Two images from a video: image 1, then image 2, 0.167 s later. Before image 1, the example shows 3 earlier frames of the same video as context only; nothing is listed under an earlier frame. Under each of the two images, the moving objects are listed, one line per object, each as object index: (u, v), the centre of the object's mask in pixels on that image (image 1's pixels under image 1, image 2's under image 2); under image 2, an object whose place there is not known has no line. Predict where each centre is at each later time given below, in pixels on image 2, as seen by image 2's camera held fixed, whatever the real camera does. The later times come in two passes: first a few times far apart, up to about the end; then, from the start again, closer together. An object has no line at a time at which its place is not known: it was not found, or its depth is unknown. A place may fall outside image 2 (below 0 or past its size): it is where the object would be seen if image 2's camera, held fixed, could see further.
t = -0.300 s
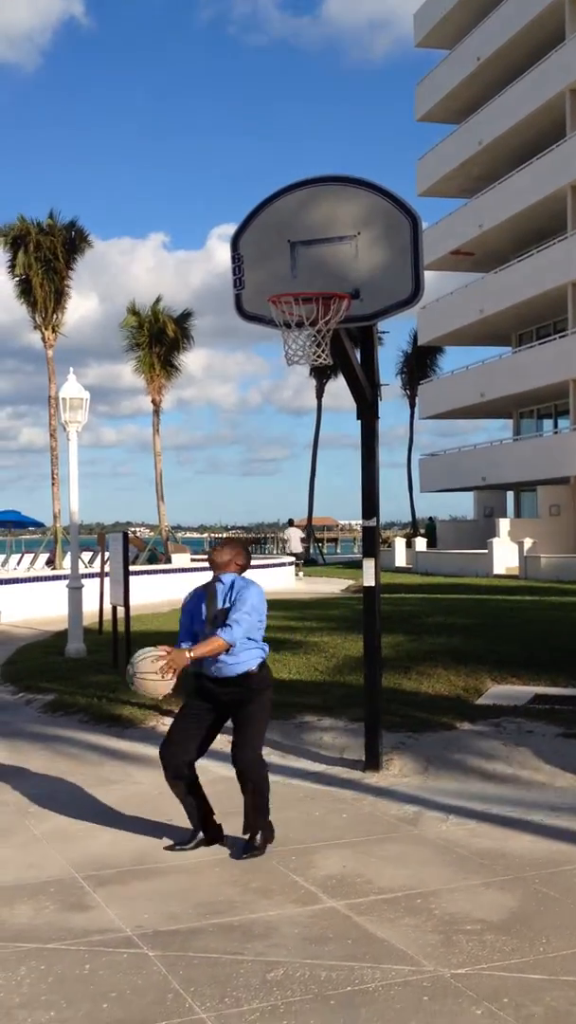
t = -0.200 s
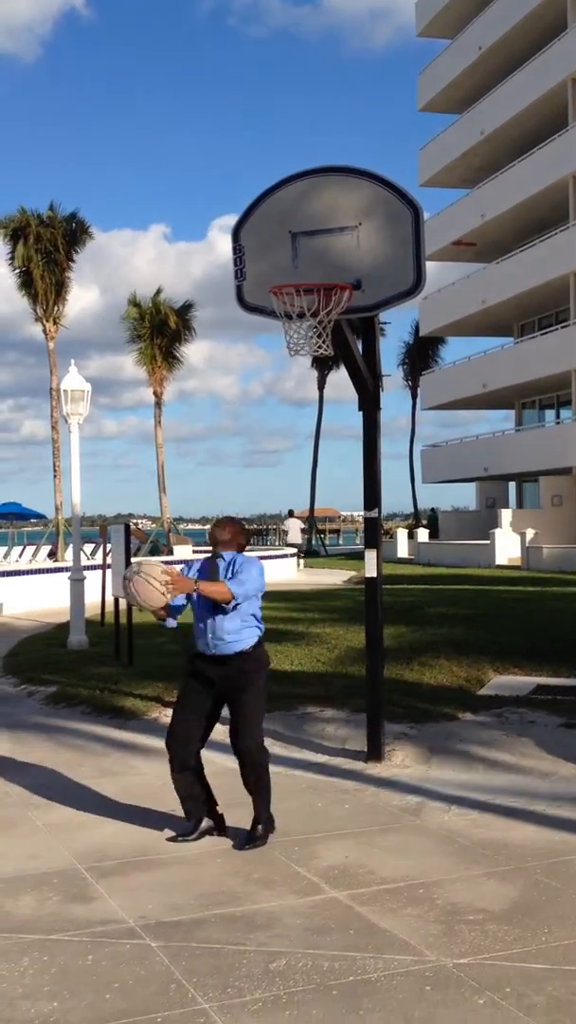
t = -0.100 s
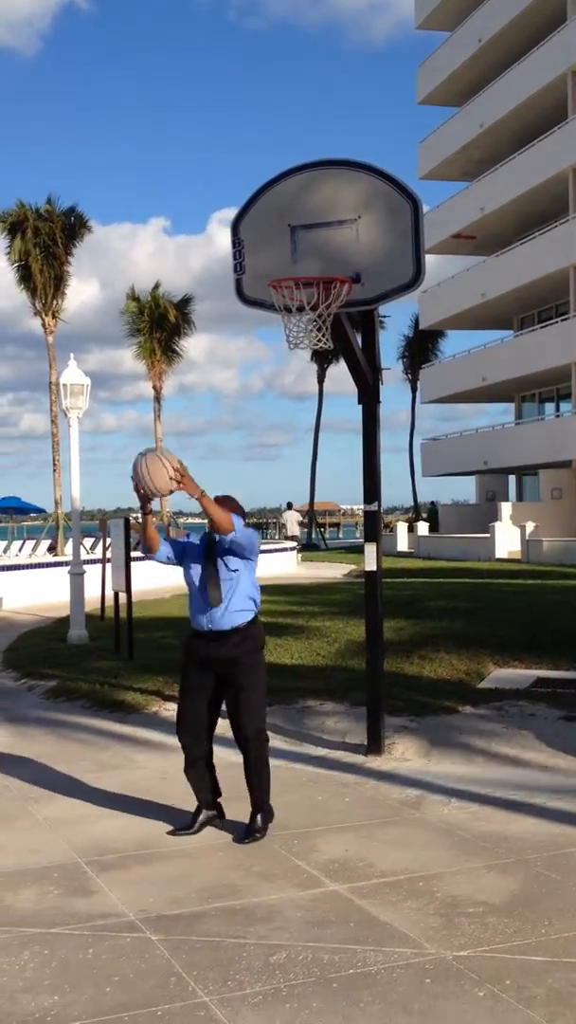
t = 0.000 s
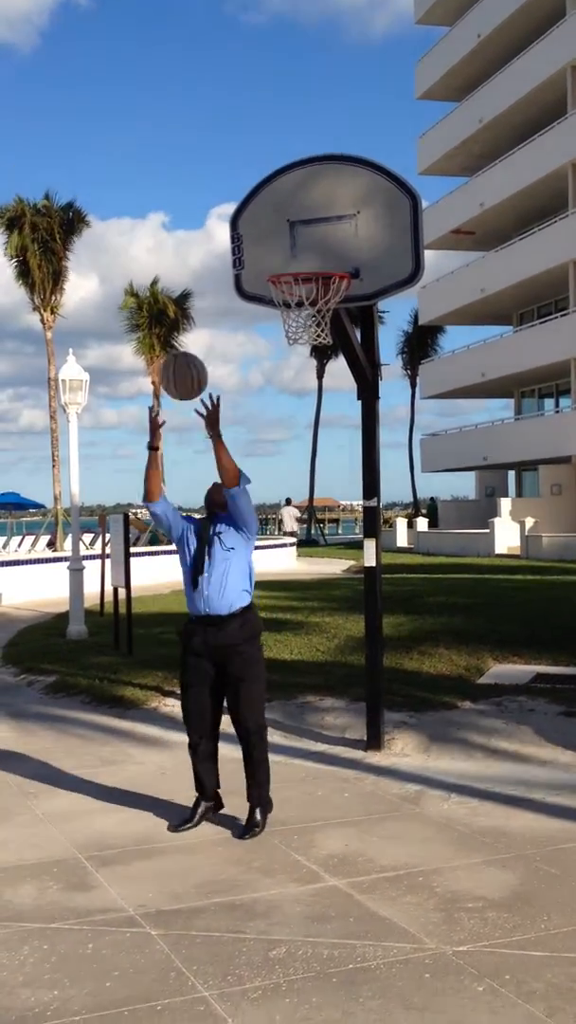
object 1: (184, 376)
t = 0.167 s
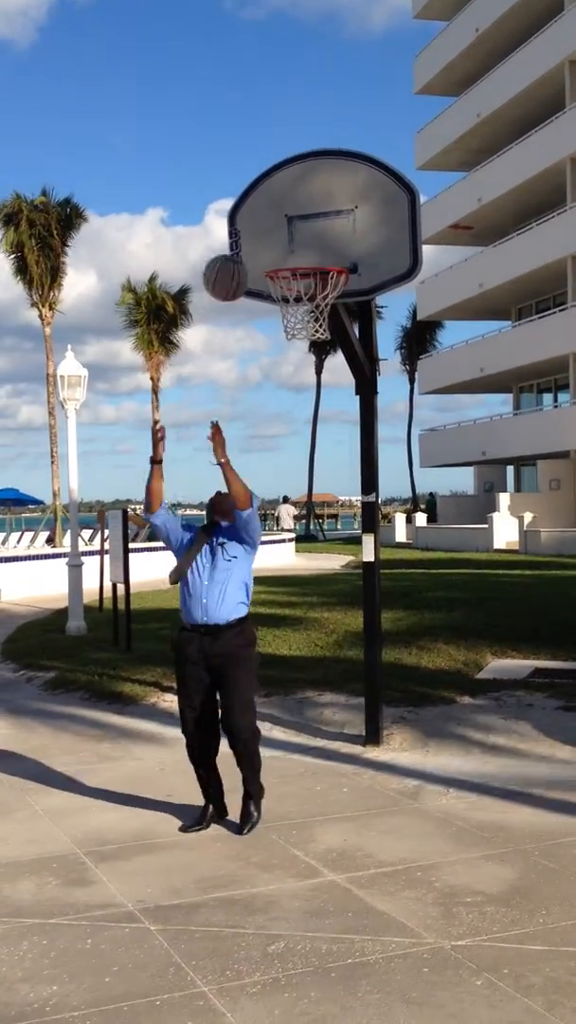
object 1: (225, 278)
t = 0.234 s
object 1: (243, 258)
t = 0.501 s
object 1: (309, 251)
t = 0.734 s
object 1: (293, 289)
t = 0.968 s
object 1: (326, 362)
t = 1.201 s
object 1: (358, 506)
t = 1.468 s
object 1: (396, 760)
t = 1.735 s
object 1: (429, 550)
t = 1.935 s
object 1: (459, 468)
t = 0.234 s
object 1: (243, 258)
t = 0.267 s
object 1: (253, 251)
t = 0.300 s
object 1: (261, 247)
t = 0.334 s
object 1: (269, 244)
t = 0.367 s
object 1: (277, 244)
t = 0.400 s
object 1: (285, 246)
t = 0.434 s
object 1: (295, 247)
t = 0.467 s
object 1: (301, 249)
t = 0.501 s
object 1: (309, 251)
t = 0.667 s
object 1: (296, 260)
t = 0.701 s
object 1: (288, 263)
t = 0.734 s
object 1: (293, 289)
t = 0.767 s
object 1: (291, 288)
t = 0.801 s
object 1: (302, 290)
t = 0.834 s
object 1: (303, 297)
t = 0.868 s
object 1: (303, 323)
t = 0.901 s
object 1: (319, 344)
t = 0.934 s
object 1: (322, 353)
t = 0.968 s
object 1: (326, 362)
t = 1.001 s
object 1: (331, 378)
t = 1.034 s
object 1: (335, 395)
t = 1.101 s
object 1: (343, 435)
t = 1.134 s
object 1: (348, 456)
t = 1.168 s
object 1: (353, 481)
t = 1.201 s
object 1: (358, 506)
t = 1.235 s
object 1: (362, 534)
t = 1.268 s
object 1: (367, 565)
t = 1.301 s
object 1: (371, 595)
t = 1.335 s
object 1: (377, 629)
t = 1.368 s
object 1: (381, 663)
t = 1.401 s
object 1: (386, 700)
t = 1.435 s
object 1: (391, 739)
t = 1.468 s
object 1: (396, 760)
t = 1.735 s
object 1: (429, 550)
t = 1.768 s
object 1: (433, 531)
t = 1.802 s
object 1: (439, 515)
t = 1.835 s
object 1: (444, 501)
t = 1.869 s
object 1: (448, 487)
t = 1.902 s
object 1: (453, 477)
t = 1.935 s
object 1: (459, 468)
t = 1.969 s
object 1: (464, 462)
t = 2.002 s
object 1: (469, 456)
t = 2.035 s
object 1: (475, 453)
